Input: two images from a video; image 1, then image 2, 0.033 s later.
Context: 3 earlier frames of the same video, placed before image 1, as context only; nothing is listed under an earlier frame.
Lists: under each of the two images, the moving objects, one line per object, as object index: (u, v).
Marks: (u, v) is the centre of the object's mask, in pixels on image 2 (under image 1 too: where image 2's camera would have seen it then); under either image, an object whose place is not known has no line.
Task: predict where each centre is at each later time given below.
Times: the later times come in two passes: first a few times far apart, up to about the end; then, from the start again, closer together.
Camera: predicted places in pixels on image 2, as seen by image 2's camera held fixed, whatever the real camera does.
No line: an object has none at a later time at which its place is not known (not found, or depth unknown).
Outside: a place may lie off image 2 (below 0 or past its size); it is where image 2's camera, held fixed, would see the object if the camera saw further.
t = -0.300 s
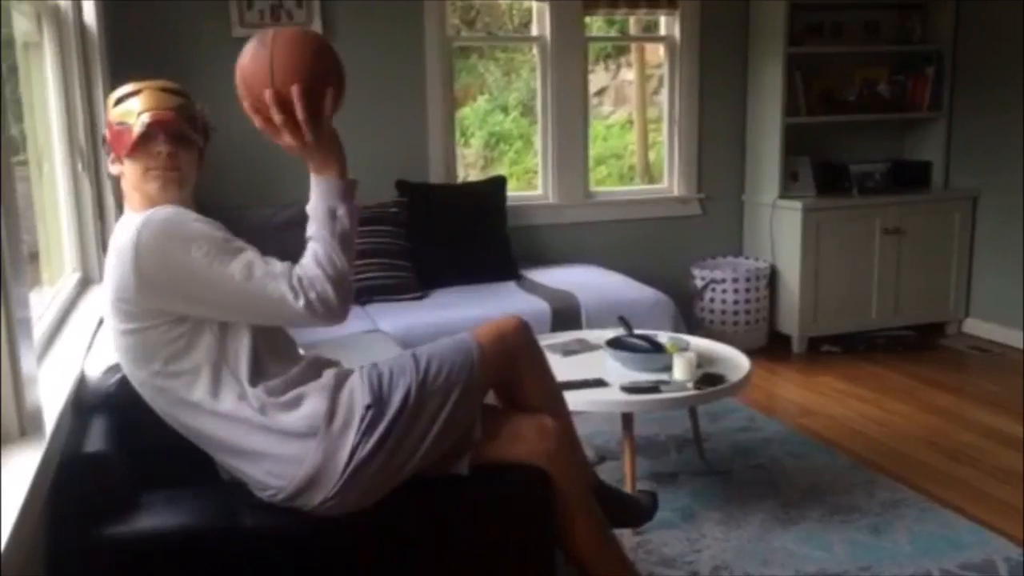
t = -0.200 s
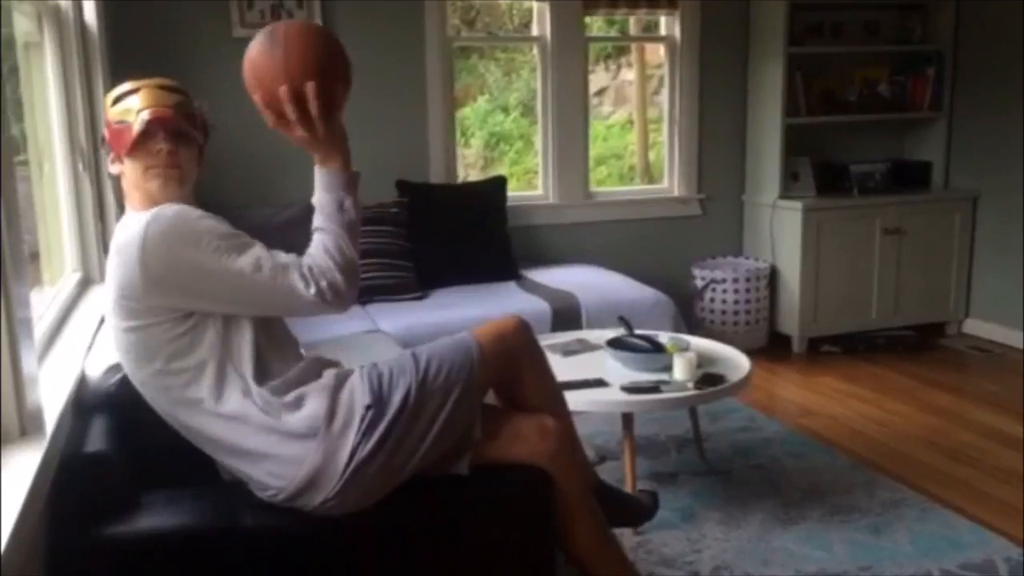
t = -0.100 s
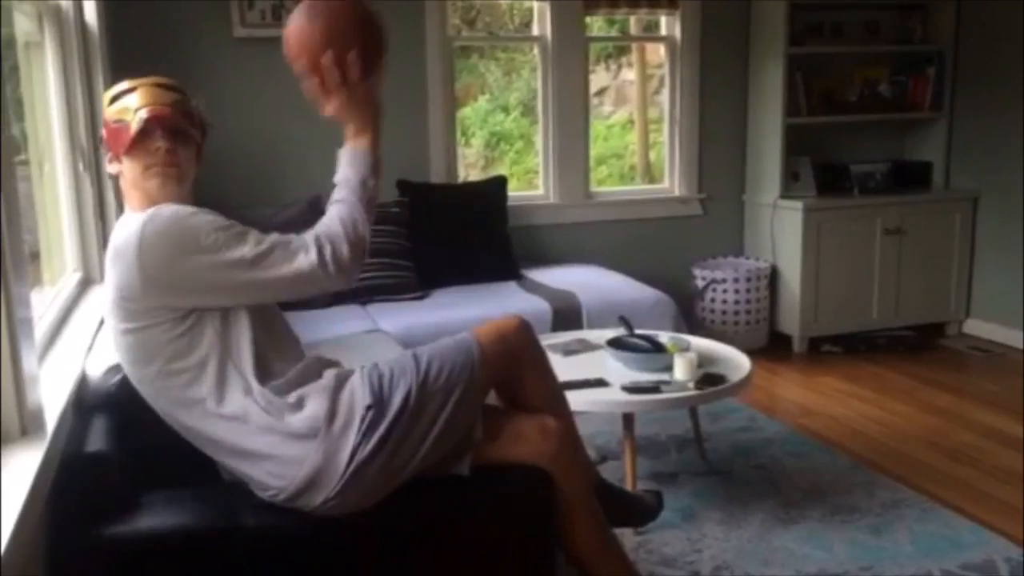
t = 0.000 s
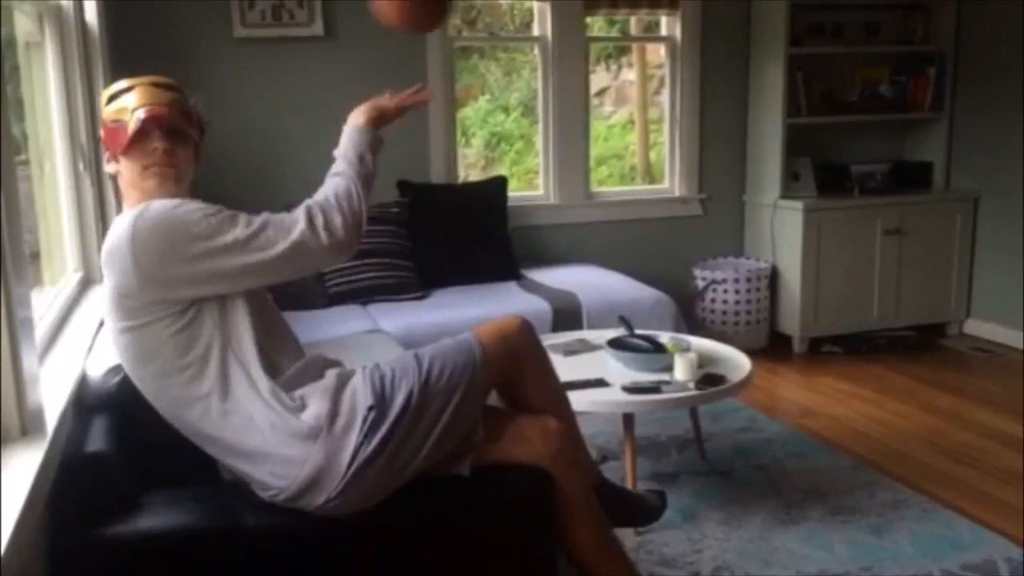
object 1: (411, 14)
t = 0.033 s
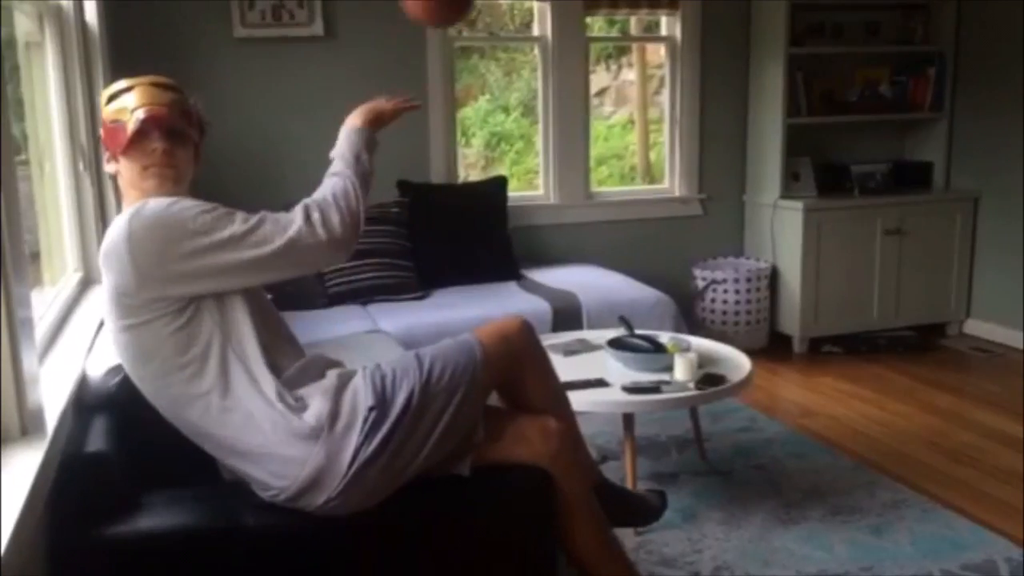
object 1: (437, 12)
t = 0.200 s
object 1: (526, 27)
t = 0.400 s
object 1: (589, 146)
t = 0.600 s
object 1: (628, 257)
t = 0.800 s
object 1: (684, 232)
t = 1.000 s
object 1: (751, 262)
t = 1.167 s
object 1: (749, 264)
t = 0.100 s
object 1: (478, 13)
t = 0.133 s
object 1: (493, 15)
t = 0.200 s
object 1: (526, 27)
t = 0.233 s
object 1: (540, 42)
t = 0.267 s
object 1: (551, 60)
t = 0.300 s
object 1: (563, 79)
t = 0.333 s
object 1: (572, 100)
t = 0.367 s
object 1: (581, 122)
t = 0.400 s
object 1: (589, 146)
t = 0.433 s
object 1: (597, 170)
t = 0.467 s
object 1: (604, 195)
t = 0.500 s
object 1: (609, 220)
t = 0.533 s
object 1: (614, 242)
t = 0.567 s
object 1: (620, 261)
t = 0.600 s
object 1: (628, 257)
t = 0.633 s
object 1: (636, 248)
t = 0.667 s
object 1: (645, 241)
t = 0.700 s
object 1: (654, 236)
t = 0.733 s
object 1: (664, 235)
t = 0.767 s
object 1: (673, 232)
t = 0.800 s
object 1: (684, 232)
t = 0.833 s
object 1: (695, 234)
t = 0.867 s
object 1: (708, 239)
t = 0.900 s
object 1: (725, 246)
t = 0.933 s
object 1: (739, 254)
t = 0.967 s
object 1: (749, 261)
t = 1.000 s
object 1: (751, 262)
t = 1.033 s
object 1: (752, 261)
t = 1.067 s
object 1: (754, 261)
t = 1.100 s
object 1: (753, 262)
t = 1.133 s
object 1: (752, 263)
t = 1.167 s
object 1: (749, 264)
